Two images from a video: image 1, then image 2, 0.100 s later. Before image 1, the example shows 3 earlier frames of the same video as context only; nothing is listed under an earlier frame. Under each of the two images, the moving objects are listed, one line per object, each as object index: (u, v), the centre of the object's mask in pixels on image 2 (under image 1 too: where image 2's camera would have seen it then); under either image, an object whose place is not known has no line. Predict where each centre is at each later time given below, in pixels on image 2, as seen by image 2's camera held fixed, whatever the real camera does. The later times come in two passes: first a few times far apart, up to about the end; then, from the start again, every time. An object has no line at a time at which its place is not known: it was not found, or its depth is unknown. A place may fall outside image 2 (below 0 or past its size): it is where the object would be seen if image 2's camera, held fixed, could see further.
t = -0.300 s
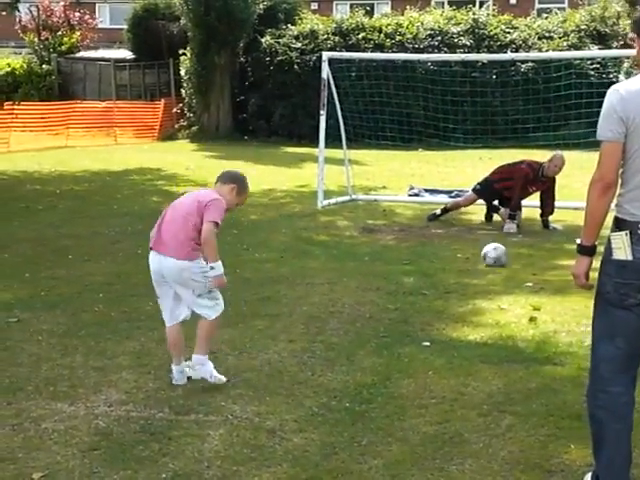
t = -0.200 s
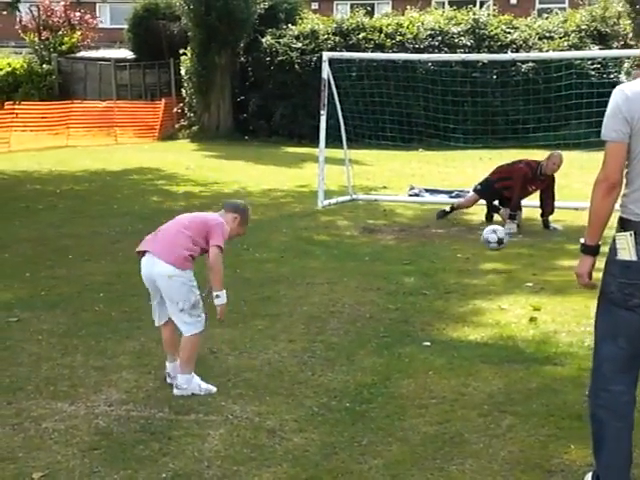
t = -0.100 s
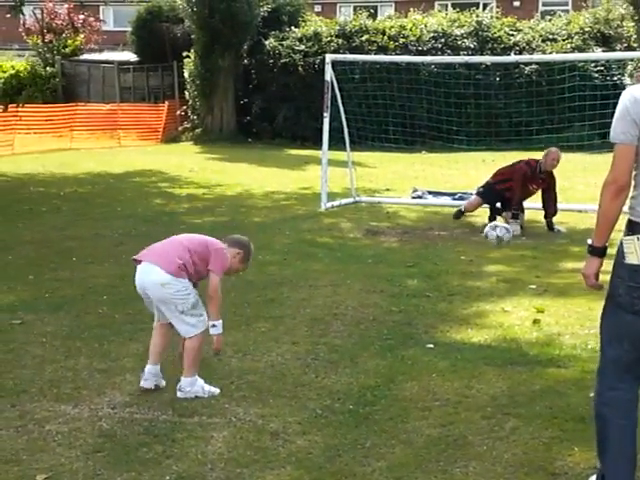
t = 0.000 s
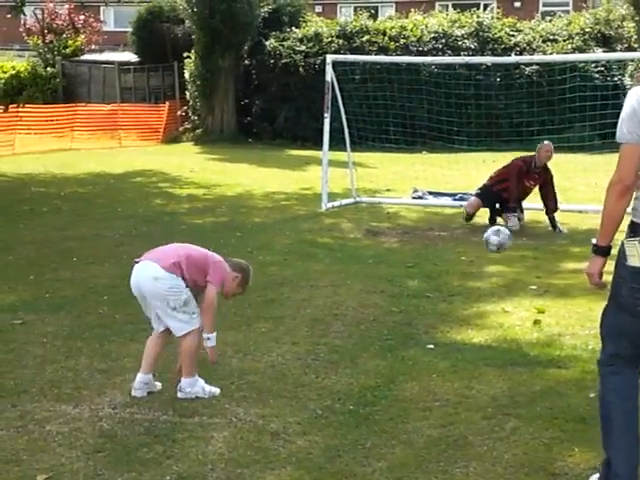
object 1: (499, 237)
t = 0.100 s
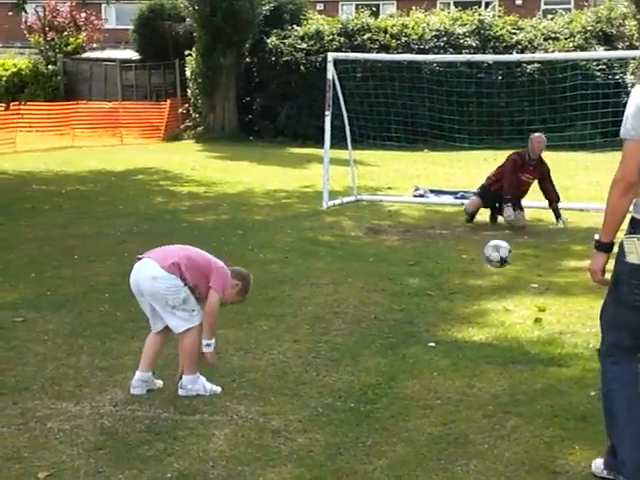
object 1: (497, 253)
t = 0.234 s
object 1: (496, 269)
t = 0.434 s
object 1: (491, 263)
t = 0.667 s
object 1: (486, 290)
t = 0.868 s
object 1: (484, 313)
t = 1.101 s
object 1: (487, 332)
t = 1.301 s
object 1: (488, 341)
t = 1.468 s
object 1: (489, 351)
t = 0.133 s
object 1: (497, 262)
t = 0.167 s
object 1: (497, 273)
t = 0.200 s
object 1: (496, 275)
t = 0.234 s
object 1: (496, 269)
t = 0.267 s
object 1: (495, 265)
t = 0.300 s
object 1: (494, 262)
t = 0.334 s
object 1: (493, 260)
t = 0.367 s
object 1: (492, 259)
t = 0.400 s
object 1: (492, 260)
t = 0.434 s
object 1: (491, 263)
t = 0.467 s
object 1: (490, 268)
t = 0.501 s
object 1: (488, 275)
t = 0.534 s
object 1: (487, 283)
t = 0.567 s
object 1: (486, 293)
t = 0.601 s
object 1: (486, 294)
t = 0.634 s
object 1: (486, 291)
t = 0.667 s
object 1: (486, 290)
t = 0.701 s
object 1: (485, 291)
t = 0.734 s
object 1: (485, 293)
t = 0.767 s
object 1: (485, 298)
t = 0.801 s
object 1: (484, 305)
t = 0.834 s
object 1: (484, 314)
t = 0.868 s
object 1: (484, 313)
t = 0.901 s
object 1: (484, 311)
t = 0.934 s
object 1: (485, 311)
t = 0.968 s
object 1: (486, 313)
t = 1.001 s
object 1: (487, 316)
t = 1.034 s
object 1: (486, 322)
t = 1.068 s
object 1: (487, 330)
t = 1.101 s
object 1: (487, 332)
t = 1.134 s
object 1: (487, 333)
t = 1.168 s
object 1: (487, 334)
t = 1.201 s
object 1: (487, 336)
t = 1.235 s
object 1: (488, 339)
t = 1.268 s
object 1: (488, 340)
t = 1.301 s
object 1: (488, 341)
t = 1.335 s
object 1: (488, 344)
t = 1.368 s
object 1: (489, 344)
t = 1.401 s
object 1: (488, 346)
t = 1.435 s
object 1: (488, 349)
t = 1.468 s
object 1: (489, 351)
